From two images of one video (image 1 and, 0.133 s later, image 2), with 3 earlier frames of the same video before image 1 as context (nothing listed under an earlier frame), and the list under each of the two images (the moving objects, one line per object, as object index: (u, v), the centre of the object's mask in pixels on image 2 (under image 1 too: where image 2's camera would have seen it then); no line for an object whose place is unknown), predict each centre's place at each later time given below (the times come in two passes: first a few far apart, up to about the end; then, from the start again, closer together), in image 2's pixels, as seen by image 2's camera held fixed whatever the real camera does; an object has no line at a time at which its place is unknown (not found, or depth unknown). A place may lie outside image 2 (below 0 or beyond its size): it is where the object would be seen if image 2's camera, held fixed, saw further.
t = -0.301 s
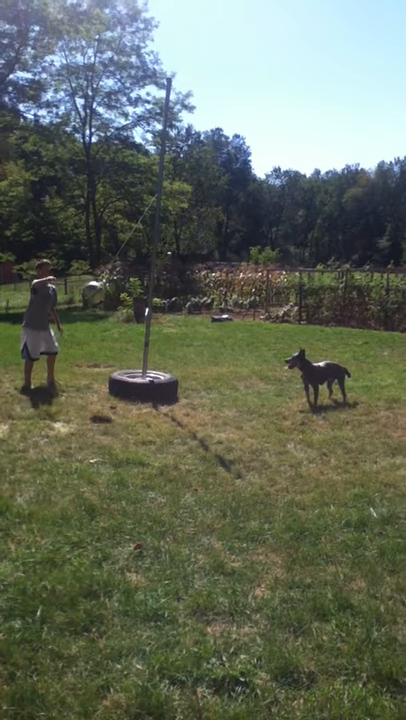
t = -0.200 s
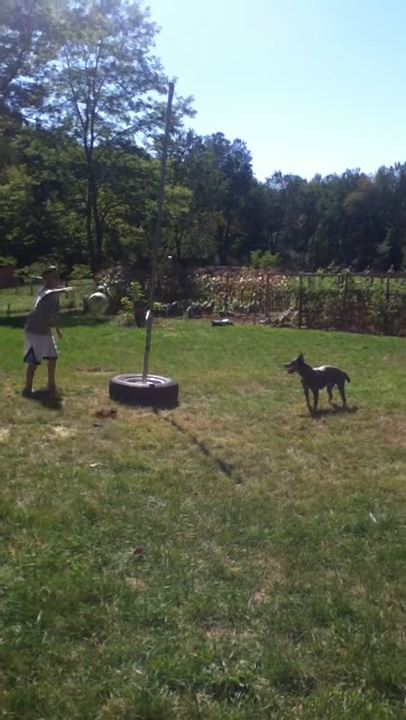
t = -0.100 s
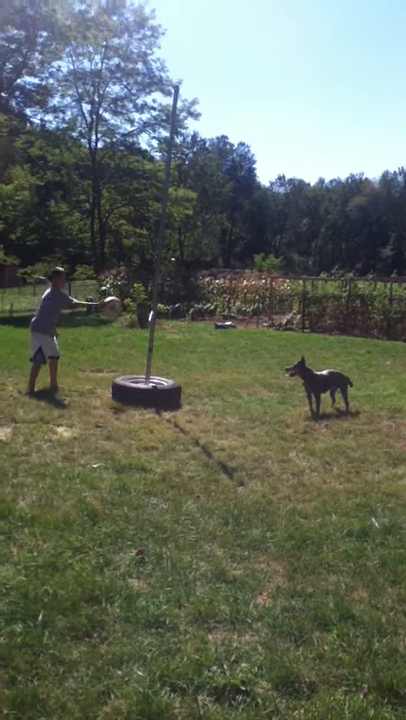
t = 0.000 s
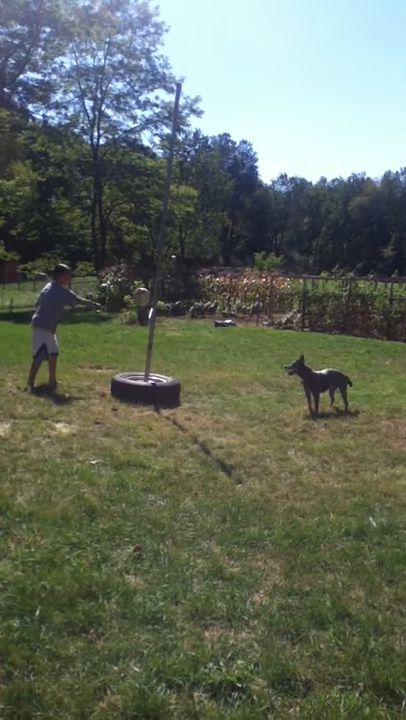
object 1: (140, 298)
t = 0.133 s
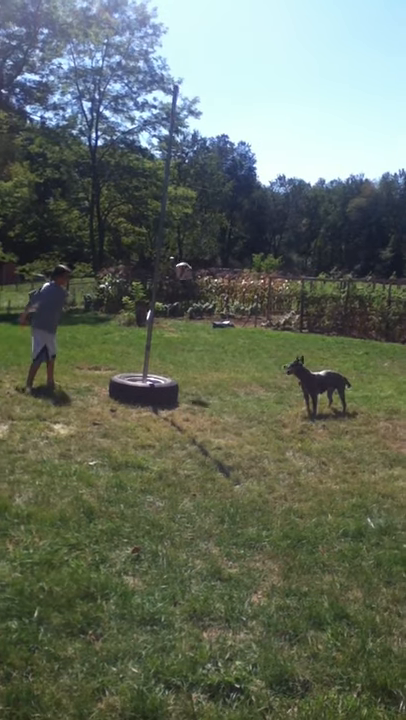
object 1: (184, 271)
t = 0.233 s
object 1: (211, 244)
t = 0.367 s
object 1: (241, 211)
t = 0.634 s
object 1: (285, 179)
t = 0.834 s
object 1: (305, 195)
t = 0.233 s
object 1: (211, 244)
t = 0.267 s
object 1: (219, 235)
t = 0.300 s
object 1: (227, 226)
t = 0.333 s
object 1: (235, 218)
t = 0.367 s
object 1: (241, 211)
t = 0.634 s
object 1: (285, 179)
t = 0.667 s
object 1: (288, 179)
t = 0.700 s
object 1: (292, 181)
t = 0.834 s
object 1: (305, 195)
